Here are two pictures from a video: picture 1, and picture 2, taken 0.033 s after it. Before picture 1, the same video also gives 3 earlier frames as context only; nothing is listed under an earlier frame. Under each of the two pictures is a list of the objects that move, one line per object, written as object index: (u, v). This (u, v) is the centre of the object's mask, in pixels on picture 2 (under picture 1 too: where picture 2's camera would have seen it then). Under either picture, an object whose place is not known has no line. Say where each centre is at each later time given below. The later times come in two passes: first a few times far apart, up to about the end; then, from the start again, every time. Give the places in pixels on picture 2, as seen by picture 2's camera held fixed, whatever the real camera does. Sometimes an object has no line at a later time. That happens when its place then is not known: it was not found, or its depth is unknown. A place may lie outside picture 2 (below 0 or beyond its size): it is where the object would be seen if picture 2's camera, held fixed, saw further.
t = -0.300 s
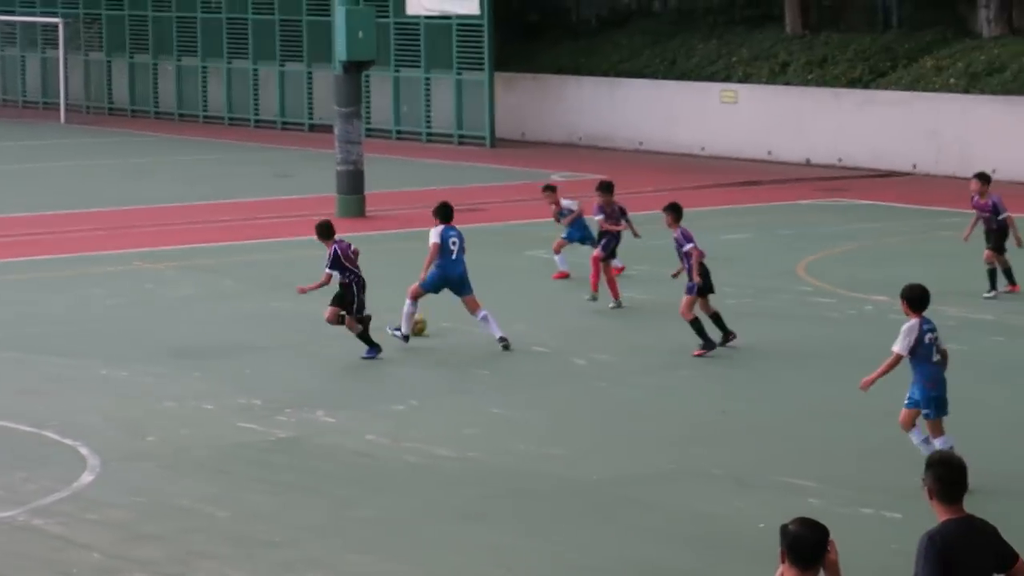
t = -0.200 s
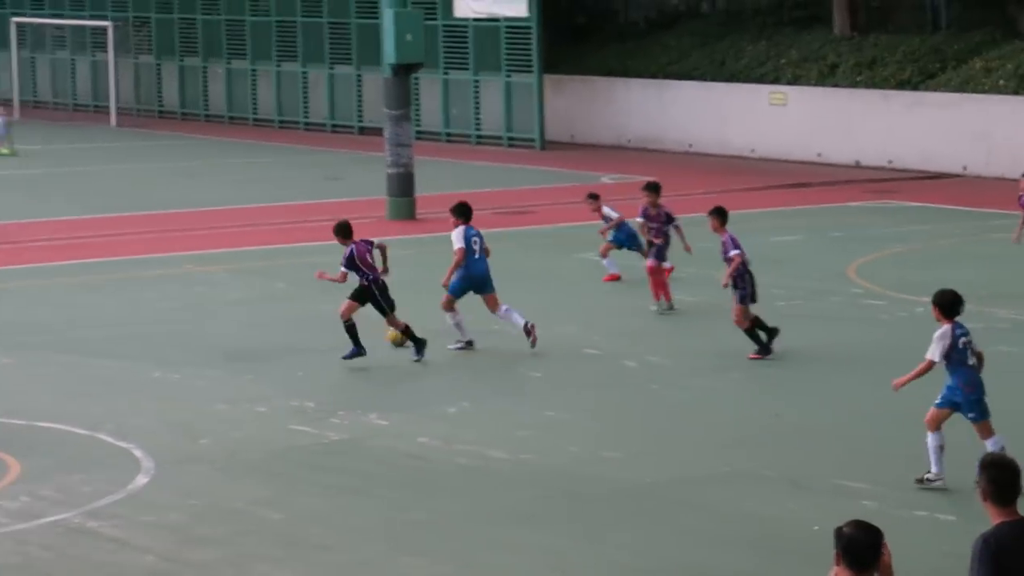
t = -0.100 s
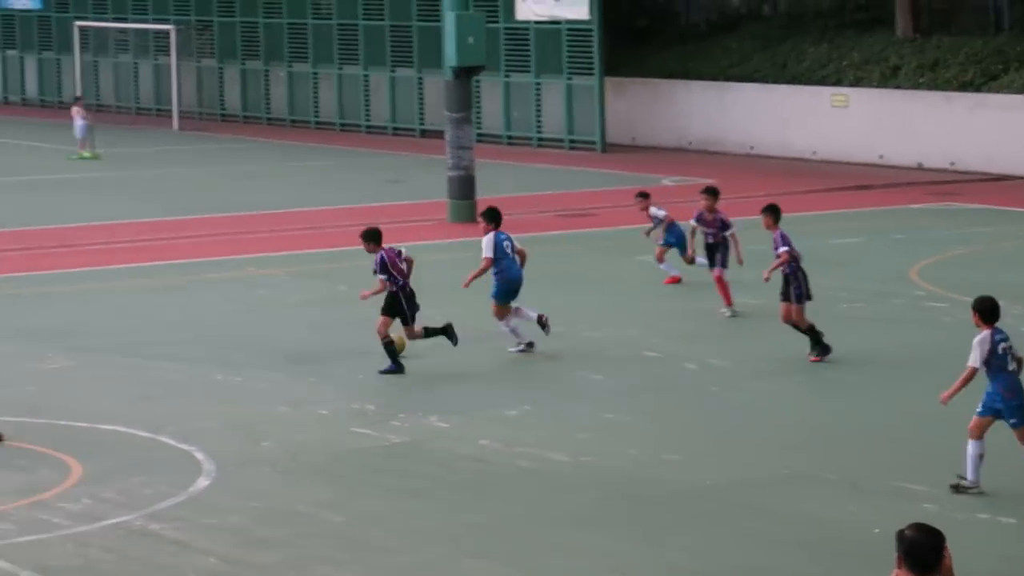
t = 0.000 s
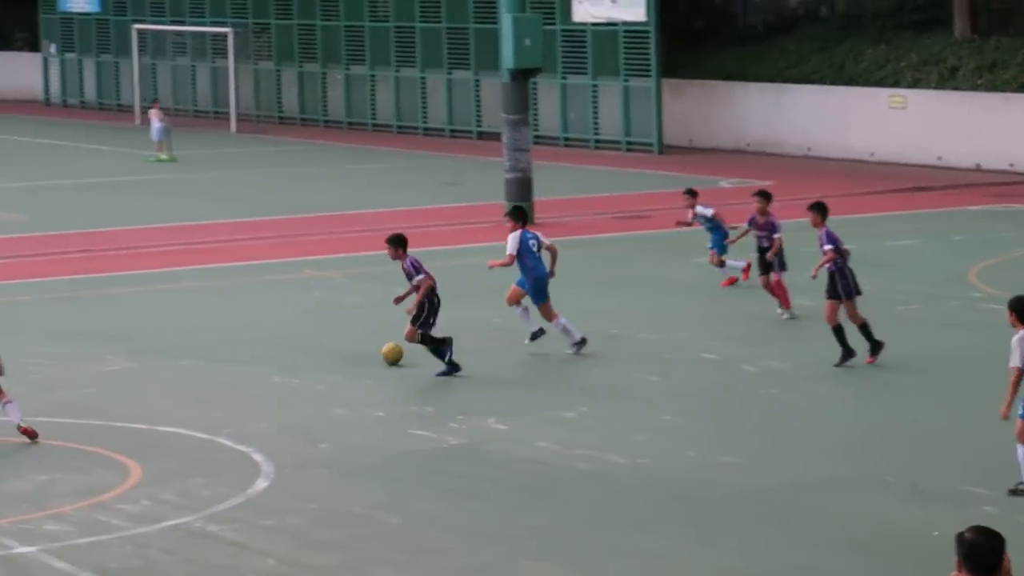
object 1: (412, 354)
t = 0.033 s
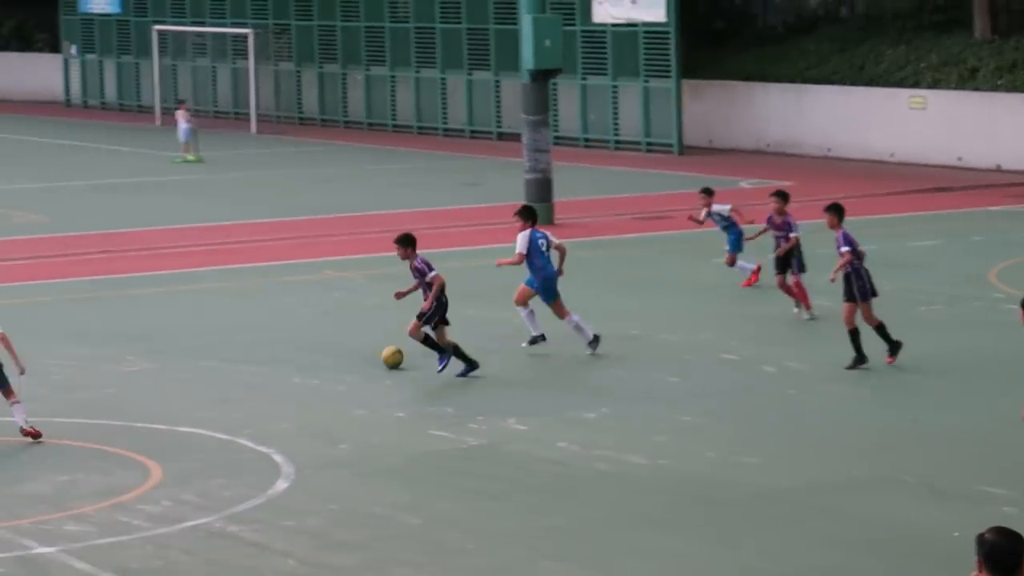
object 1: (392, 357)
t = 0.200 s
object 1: (295, 364)
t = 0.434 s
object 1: (152, 380)
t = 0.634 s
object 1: (23, 400)
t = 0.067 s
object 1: (373, 358)
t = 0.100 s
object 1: (354, 359)
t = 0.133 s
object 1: (334, 362)
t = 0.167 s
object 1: (314, 365)
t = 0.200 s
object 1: (295, 364)
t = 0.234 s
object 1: (274, 365)
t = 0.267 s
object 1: (254, 368)
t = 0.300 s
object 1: (235, 371)
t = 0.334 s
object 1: (213, 376)
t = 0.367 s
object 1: (193, 378)
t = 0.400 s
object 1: (173, 378)
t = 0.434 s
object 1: (152, 380)
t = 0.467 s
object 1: (131, 384)
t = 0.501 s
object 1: (110, 389)
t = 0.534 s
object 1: (88, 391)
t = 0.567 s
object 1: (67, 394)
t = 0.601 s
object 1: (45, 397)
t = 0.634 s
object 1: (23, 400)
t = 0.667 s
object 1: (0, 403)
